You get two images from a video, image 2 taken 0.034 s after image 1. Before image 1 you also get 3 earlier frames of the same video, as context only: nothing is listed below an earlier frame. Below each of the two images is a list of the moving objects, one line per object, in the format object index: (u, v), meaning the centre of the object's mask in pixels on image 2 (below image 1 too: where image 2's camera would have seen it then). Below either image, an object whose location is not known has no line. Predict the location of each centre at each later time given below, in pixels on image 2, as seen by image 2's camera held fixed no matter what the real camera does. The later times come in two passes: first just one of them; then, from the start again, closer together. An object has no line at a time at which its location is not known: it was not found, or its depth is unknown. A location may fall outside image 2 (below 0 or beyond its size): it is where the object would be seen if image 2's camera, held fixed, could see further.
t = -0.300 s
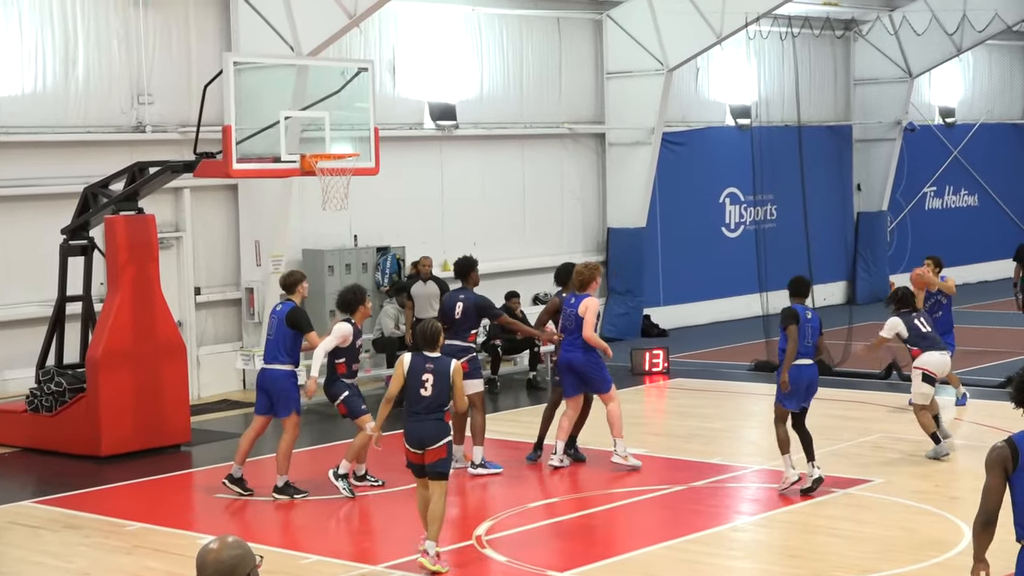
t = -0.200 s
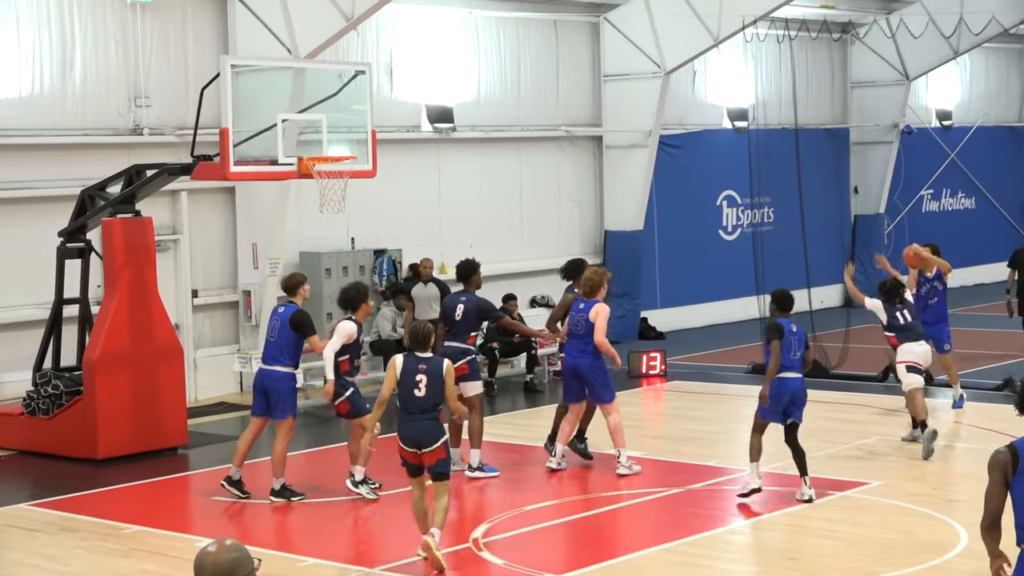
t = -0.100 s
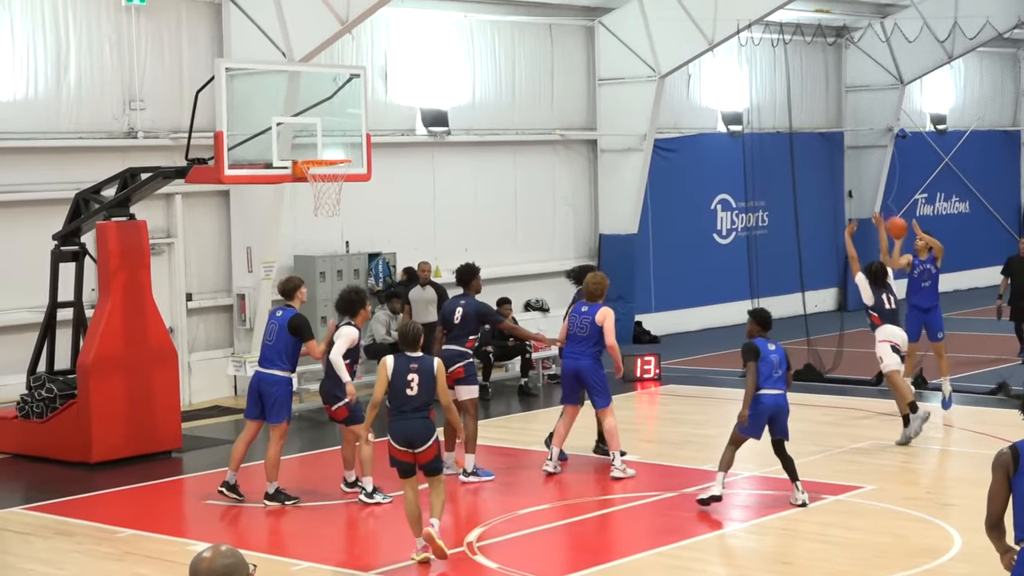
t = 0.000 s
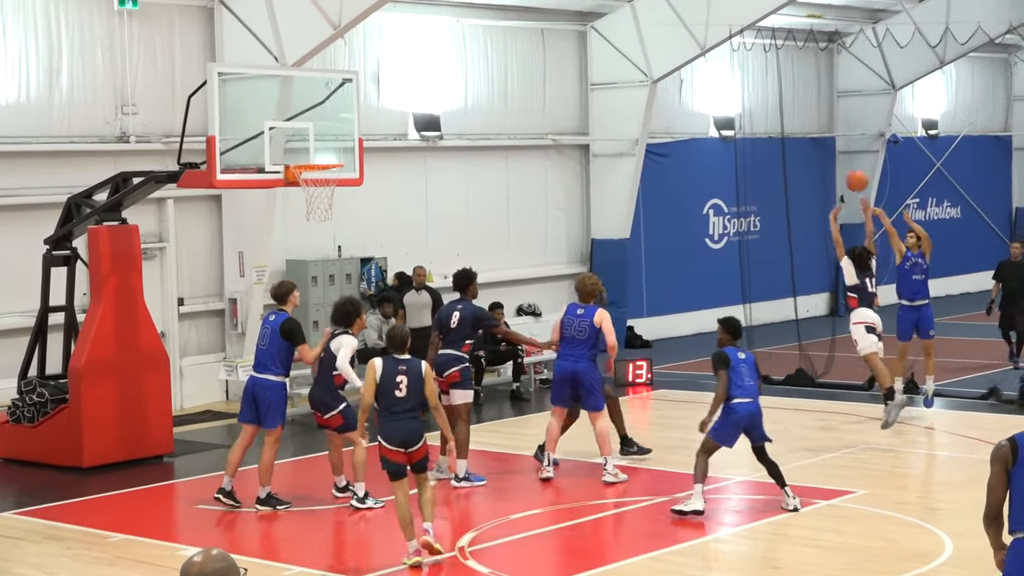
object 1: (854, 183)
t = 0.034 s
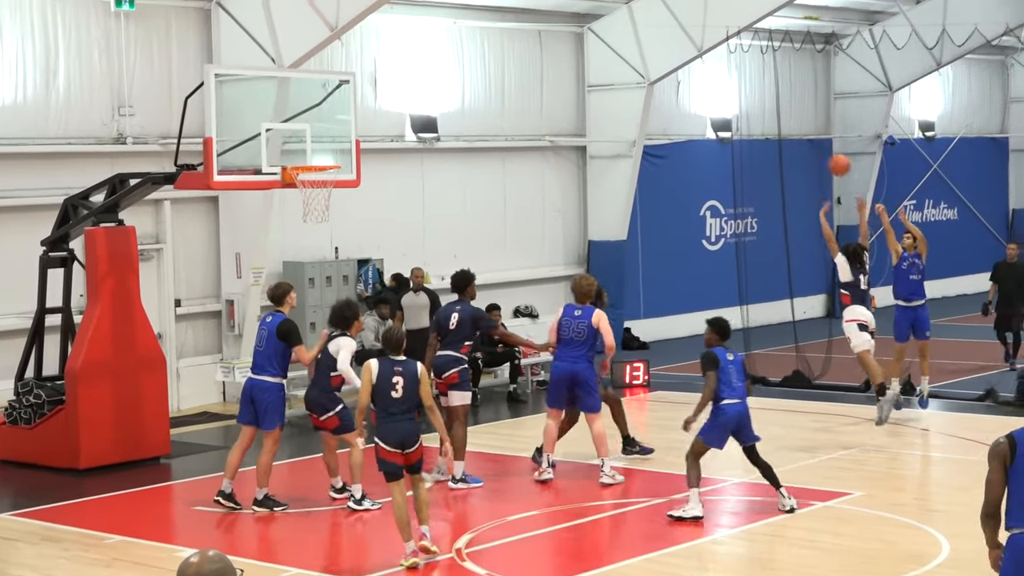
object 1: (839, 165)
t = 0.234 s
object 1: (753, 77)
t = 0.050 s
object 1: (833, 156)
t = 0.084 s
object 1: (819, 140)
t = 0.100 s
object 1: (812, 132)
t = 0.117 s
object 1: (804, 125)
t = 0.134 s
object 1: (797, 117)
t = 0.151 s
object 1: (790, 110)
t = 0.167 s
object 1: (782, 103)
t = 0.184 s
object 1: (775, 96)
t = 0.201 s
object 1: (768, 89)
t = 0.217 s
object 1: (761, 83)
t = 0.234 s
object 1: (753, 77)
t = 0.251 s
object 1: (746, 71)
